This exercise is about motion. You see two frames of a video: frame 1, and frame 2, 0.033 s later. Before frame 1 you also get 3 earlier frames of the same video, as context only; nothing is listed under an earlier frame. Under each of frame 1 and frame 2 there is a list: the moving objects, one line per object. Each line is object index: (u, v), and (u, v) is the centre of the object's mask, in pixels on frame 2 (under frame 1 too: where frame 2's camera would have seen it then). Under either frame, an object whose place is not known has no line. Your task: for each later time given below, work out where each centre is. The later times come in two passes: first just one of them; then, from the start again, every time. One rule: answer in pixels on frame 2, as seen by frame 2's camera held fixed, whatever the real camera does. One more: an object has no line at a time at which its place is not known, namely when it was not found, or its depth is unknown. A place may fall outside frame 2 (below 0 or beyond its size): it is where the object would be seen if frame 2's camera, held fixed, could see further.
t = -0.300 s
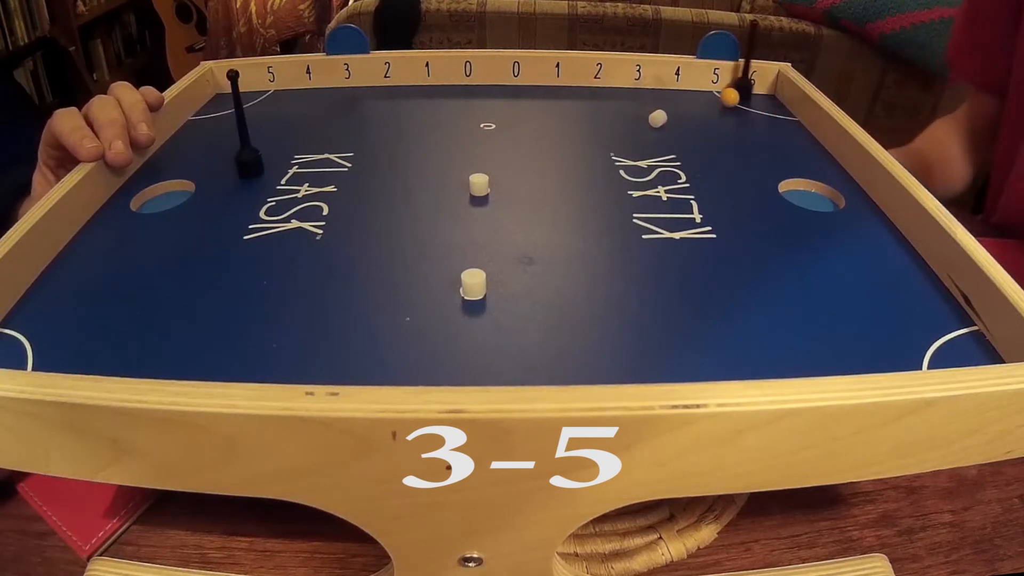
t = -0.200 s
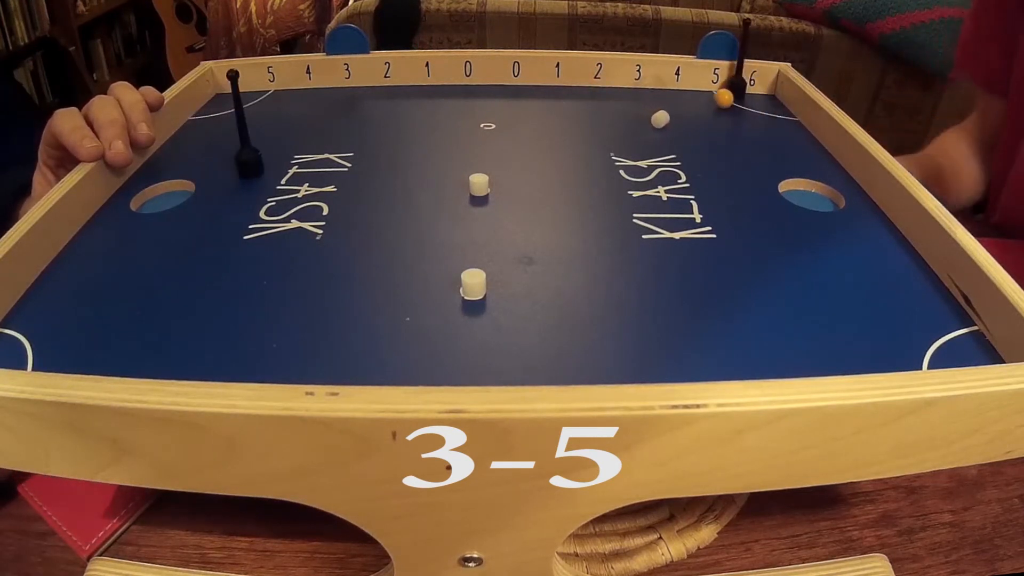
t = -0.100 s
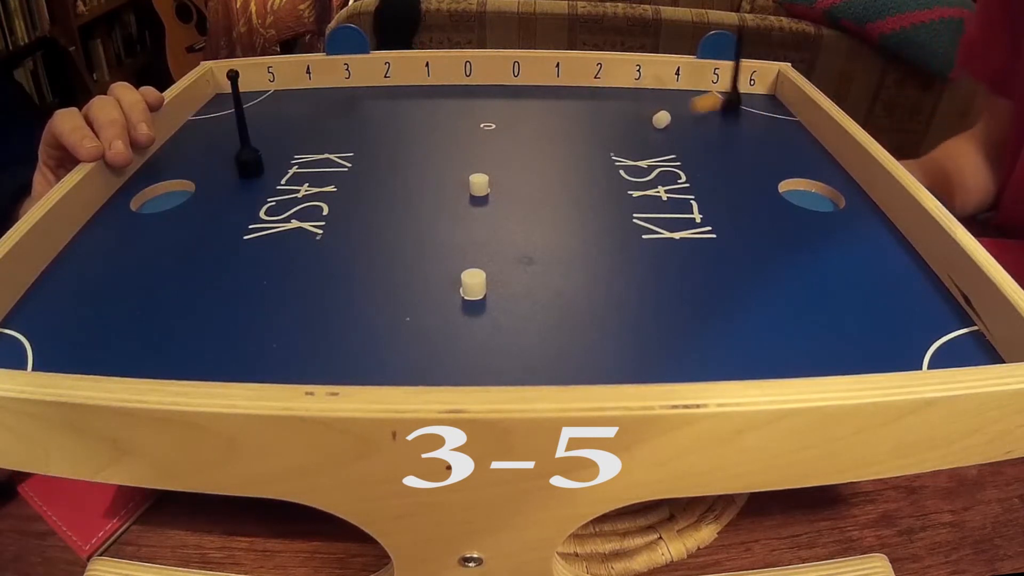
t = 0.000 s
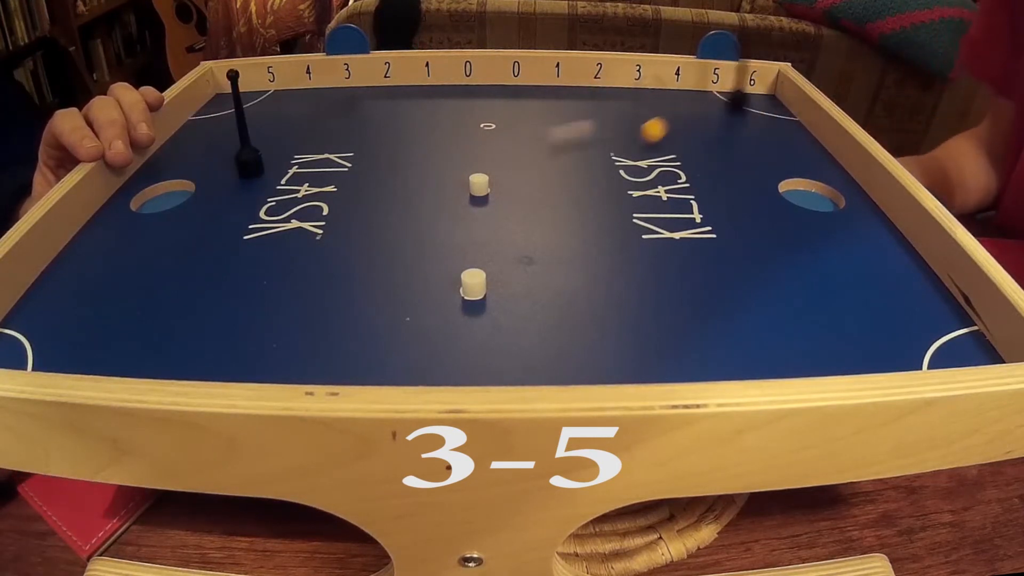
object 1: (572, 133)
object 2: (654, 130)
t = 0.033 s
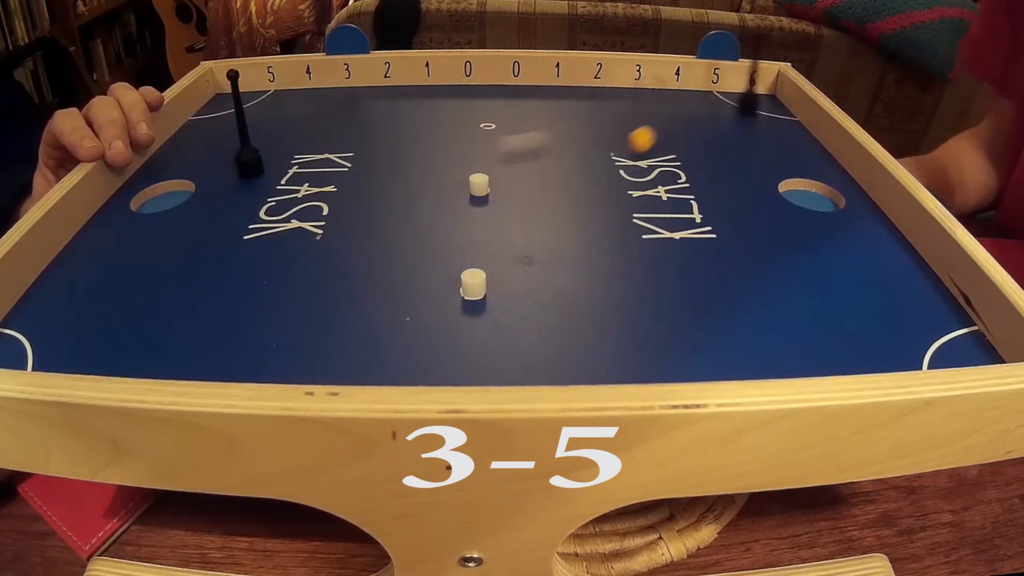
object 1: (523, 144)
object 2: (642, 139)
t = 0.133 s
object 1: (370, 172)
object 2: (604, 167)
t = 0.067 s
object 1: (471, 154)
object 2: (630, 148)
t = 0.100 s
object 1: (419, 163)
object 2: (617, 157)
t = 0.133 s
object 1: (370, 172)
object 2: (604, 167)
